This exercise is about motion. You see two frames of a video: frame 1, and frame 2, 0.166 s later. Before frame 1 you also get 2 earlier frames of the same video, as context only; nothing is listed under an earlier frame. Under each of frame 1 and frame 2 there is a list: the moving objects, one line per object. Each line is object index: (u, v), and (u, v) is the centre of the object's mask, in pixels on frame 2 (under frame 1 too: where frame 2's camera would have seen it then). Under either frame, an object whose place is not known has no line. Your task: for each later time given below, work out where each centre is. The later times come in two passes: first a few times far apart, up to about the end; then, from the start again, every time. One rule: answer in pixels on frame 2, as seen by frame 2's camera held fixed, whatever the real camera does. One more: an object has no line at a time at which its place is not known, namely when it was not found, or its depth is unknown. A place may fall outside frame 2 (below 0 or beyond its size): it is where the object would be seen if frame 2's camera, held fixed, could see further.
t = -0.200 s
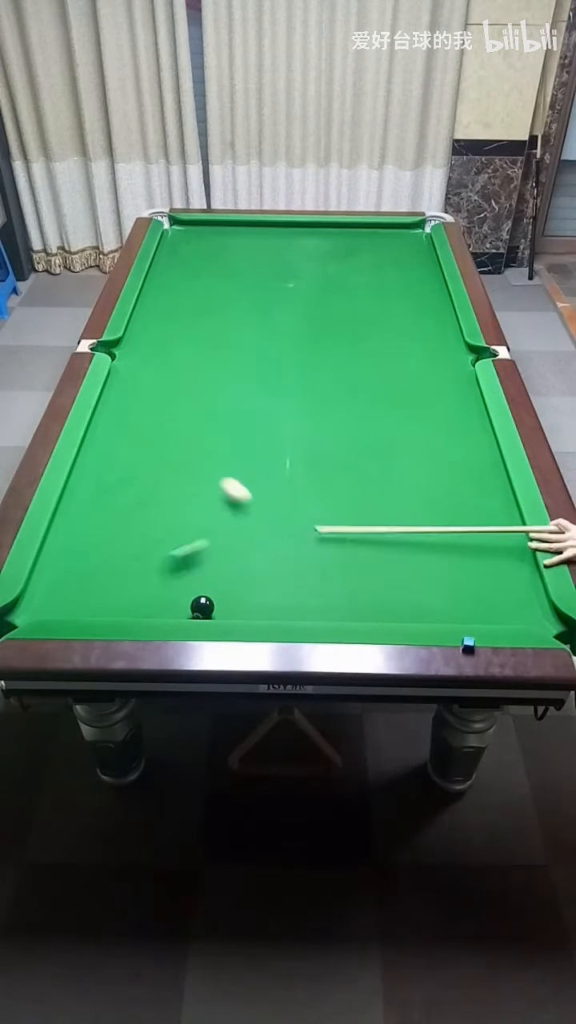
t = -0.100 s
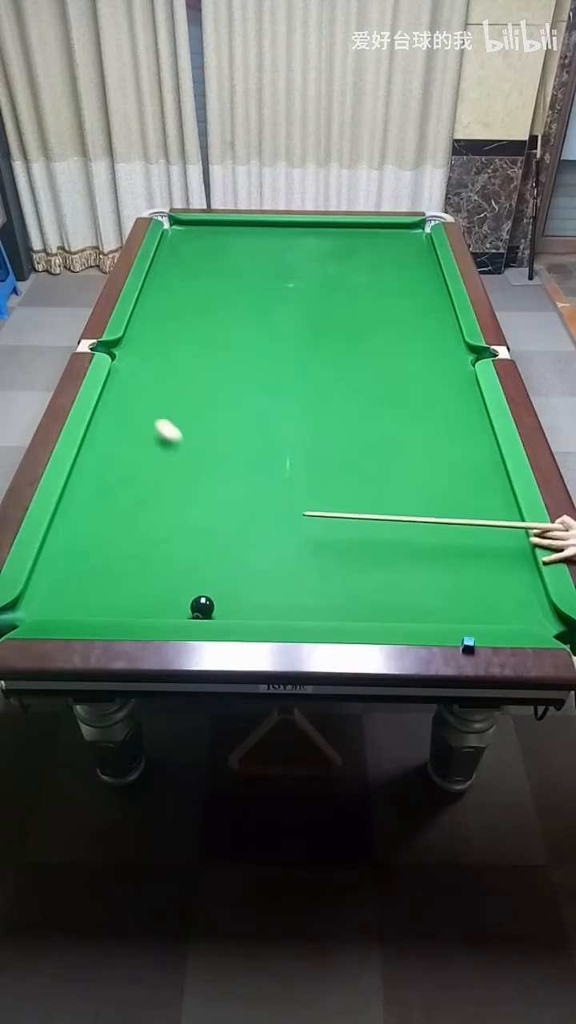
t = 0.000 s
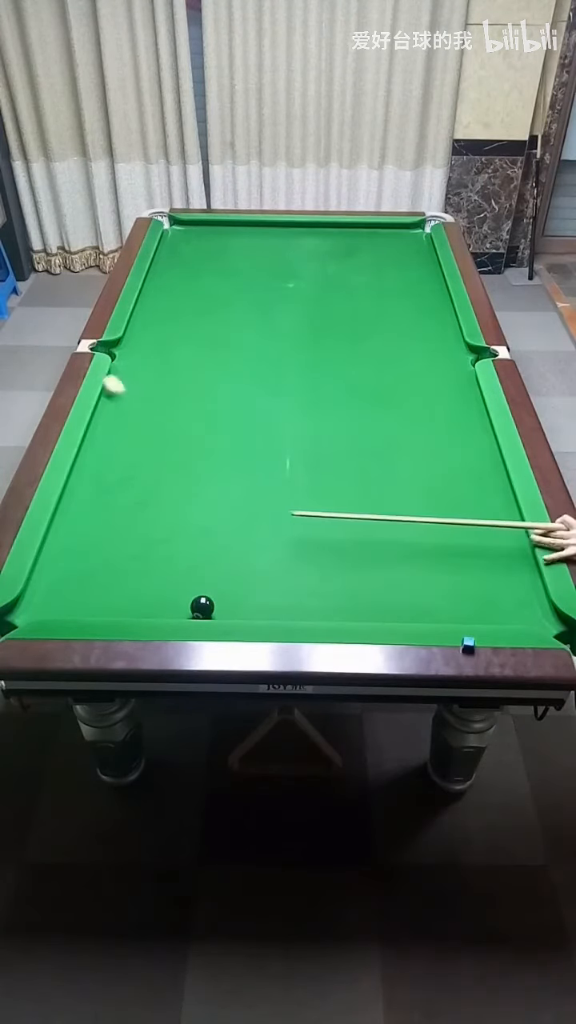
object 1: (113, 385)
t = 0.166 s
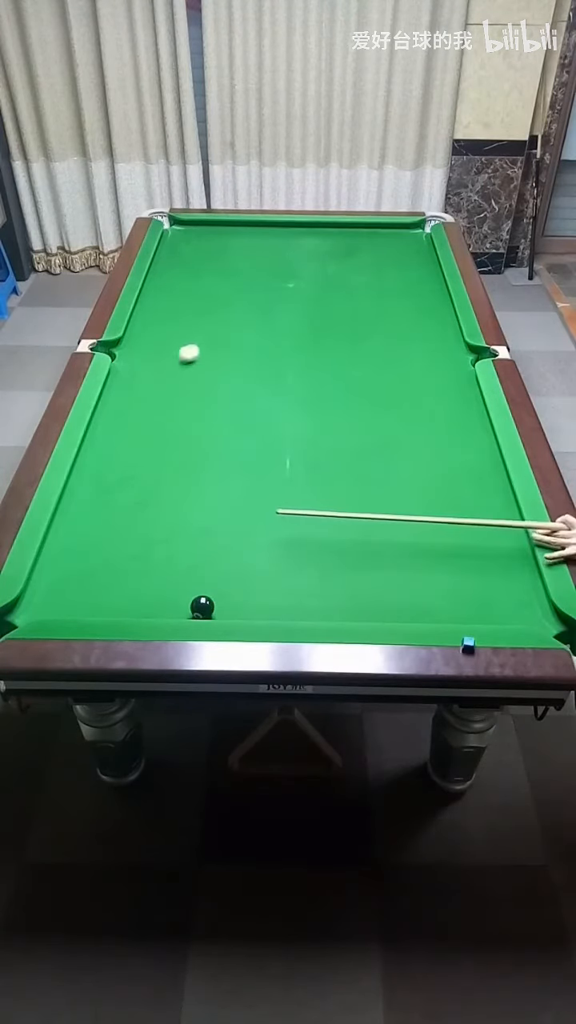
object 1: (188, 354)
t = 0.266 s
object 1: (224, 338)
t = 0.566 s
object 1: (302, 296)
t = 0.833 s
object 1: (360, 266)
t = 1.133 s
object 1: (416, 237)
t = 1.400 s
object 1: (397, 233)
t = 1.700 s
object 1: (365, 252)
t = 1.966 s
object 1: (336, 268)
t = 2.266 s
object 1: (301, 289)
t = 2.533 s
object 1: (267, 308)
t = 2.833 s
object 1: (228, 331)
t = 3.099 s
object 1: (190, 352)
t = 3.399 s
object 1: (146, 377)
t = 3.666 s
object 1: (106, 400)
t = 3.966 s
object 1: (123, 421)
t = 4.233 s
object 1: (138, 440)
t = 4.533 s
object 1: (155, 461)
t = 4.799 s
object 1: (171, 479)
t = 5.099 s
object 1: (188, 500)
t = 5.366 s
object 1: (204, 518)
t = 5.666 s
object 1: (221, 537)
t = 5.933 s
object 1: (236, 554)
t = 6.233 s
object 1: (253, 572)
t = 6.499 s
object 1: (266, 587)
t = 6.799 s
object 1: (280, 603)
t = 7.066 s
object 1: (292, 612)
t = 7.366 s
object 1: (299, 608)
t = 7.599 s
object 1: (304, 604)
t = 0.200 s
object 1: (201, 348)
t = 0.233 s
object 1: (213, 343)
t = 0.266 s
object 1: (224, 338)
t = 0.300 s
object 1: (234, 333)
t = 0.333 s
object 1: (243, 327)
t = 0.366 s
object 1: (252, 323)
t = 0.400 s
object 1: (261, 318)
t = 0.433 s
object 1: (270, 313)
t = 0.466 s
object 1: (278, 309)
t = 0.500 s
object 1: (286, 305)
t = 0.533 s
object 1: (294, 301)
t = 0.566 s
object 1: (302, 296)
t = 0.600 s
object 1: (310, 292)
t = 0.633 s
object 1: (318, 288)
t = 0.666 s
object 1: (325, 285)
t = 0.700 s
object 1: (333, 280)
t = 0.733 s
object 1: (340, 277)
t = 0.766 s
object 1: (347, 273)
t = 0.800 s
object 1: (354, 270)
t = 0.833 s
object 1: (360, 266)
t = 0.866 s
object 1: (367, 262)
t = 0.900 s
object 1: (374, 259)
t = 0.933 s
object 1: (380, 256)
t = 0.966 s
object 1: (386, 253)
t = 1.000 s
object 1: (392, 249)
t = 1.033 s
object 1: (398, 246)
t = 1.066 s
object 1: (405, 243)
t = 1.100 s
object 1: (411, 240)
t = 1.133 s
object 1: (416, 237)
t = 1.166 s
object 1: (421, 234)
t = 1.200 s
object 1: (421, 231)
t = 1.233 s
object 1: (416, 228)
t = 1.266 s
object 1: (410, 226)
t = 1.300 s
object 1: (407, 227)
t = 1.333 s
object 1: (403, 229)
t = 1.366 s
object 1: (400, 231)
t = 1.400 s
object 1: (397, 233)
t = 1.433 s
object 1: (393, 235)
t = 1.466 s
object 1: (390, 237)
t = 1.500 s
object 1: (386, 239)
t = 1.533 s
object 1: (383, 241)
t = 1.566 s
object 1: (379, 243)
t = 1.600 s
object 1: (376, 245)
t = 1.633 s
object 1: (373, 247)
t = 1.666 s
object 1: (369, 250)
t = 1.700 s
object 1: (365, 252)
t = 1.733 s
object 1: (362, 254)
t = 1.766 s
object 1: (358, 256)
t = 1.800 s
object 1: (354, 258)
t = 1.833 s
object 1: (351, 260)
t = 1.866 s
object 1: (347, 262)
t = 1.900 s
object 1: (343, 264)
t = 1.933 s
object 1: (340, 266)
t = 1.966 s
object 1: (336, 268)
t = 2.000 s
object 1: (332, 271)
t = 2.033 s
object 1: (328, 273)
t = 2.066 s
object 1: (324, 275)
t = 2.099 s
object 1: (320, 277)
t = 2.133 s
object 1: (316, 279)
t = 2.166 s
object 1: (312, 282)
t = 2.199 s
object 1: (308, 284)
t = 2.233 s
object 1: (304, 286)
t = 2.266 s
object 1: (301, 289)
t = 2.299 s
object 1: (297, 291)
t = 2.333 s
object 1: (292, 293)
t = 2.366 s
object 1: (288, 296)
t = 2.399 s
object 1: (284, 298)
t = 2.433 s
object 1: (280, 301)
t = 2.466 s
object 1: (276, 303)
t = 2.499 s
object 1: (272, 305)
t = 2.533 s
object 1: (267, 308)
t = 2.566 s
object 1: (263, 310)
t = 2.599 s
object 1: (259, 313)
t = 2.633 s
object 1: (254, 315)
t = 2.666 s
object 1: (250, 318)
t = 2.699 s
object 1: (246, 320)
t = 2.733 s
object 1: (241, 323)
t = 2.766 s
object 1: (237, 325)
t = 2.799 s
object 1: (232, 328)
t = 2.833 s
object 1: (228, 331)
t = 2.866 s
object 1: (223, 333)
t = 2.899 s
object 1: (218, 336)
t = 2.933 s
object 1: (214, 338)
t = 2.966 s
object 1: (209, 341)
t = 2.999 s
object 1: (205, 344)
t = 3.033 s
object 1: (200, 346)
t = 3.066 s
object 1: (195, 349)
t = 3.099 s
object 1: (190, 352)
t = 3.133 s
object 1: (186, 355)
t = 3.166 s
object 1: (181, 357)
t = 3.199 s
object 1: (176, 360)
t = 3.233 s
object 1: (171, 363)
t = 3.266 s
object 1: (166, 366)
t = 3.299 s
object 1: (161, 368)
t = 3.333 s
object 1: (156, 371)
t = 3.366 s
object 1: (151, 374)
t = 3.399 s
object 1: (146, 377)
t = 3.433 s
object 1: (141, 380)
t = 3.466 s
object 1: (136, 383)
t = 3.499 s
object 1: (131, 385)
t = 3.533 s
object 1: (125, 388)
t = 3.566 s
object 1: (120, 392)
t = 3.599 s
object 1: (114, 394)
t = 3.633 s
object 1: (109, 397)
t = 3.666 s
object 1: (106, 400)
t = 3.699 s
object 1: (108, 403)
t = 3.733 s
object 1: (110, 405)
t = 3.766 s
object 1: (112, 407)
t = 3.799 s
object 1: (114, 409)
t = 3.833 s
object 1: (115, 412)
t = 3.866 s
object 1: (117, 414)
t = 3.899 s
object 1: (119, 416)
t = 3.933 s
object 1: (121, 419)
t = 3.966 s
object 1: (123, 421)
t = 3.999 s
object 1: (125, 423)
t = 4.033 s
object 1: (126, 426)
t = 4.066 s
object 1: (129, 428)
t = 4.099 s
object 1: (130, 430)
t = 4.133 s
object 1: (132, 433)
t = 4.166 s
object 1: (134, 435)
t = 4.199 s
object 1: (136, 437)
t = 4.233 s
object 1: (138, 440)
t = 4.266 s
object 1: (140, 442)
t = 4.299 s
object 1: (142, 444)
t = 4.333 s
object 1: (144, 447)
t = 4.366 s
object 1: (146, 449)
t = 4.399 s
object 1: (148, 451)
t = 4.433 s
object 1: (149, 453)
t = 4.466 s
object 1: (151, 456)
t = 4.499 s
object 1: (153, 458)
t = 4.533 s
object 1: (155, 461)
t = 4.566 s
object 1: (157, 463)
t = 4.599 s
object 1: (159, 465)
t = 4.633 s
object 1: (161, 468)
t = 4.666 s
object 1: (163, 470)
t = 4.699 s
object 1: (165, 472)
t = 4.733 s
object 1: (167, 475)
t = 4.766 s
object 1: (169, 477)
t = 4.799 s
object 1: (171, 479)
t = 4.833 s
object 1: (173, 481)
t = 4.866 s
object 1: (175, 484)
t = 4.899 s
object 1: (177, 486)
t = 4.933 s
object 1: (179, 488)
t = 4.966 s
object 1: (181, 490)
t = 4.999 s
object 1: (183, 493)
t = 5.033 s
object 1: (185, 495)
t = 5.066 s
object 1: (186, 497)
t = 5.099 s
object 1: (188, 500)
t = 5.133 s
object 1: (190, 502)
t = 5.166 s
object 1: (192, 504)
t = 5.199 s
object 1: (194, 506)
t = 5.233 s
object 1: (196, 509)
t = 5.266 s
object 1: (198, 511)
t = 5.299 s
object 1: (200, 513)
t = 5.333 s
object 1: (202, 515)
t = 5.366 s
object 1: (204, 518)
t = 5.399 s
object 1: (206, 520)
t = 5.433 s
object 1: (208, 522)
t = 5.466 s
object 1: (210, 524)
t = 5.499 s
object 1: (212, 526)
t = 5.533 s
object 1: (214, 529)
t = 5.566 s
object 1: (216, 531)
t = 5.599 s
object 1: (218, 533)
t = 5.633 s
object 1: (219, 535)
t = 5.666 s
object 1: (221, 537)
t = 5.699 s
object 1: (223, 539)
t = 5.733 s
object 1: (225, 541)
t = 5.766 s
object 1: (227, 543)
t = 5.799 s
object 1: (229, 546)
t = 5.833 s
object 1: (231, 548)
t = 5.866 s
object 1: (233, 550)
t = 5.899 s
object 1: (235, 552)
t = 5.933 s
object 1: (236, 554)
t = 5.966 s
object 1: (238, 556)
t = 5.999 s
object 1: (240, 558)
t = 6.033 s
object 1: (242, 560)
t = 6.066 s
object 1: (244, 562)
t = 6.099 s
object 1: (246, 564)
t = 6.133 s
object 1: (248, 566)
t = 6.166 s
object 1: (249, 568)
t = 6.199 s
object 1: (251, 570)
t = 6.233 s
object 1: (253, 572)
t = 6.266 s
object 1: (254, 574)
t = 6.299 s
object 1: (256, 576)
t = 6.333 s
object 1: (258, 578)
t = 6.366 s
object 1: (259, 580)
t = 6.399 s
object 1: (261, 581)
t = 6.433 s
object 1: (263, 583)
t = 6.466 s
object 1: (264, 585)
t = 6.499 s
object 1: (266, 587)
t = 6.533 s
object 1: (268, 589)
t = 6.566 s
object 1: (269, 591)
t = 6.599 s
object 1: (271, 593)
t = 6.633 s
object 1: (272, 594)
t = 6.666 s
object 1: (274, 596)
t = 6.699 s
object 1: (275, 598)
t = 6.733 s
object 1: (277, 600)
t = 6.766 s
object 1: (278, 602)
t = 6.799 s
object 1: (280, 603)
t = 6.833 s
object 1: (281, 604)
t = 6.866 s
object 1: (283, 606)
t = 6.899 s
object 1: (284, 607)
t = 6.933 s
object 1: (286, 609)
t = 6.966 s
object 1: (288, 610)
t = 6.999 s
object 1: (289, 610)
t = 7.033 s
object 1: (290, 611)
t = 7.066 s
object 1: (292, 612)
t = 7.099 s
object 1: (293, 612)
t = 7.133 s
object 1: (293, 611)
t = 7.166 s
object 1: (294, 611)
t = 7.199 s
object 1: (295, 610)
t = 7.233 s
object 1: (296, 610)
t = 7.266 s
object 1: (297, 609)
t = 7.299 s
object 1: (297, 609)
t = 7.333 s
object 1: (298, 609)
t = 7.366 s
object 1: (299, 608)
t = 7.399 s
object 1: (300, 608)
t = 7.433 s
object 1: (301, 607)
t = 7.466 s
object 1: (302, 606)
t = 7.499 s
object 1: (302, 605)
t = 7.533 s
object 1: (303, 605)
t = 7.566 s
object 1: (304, 604)
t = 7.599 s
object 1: (304, 604)
